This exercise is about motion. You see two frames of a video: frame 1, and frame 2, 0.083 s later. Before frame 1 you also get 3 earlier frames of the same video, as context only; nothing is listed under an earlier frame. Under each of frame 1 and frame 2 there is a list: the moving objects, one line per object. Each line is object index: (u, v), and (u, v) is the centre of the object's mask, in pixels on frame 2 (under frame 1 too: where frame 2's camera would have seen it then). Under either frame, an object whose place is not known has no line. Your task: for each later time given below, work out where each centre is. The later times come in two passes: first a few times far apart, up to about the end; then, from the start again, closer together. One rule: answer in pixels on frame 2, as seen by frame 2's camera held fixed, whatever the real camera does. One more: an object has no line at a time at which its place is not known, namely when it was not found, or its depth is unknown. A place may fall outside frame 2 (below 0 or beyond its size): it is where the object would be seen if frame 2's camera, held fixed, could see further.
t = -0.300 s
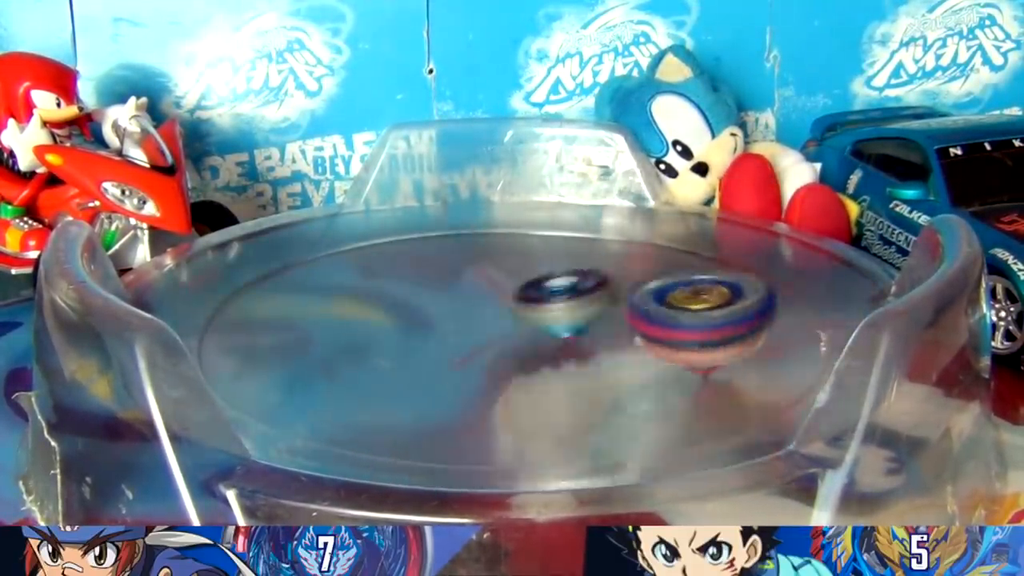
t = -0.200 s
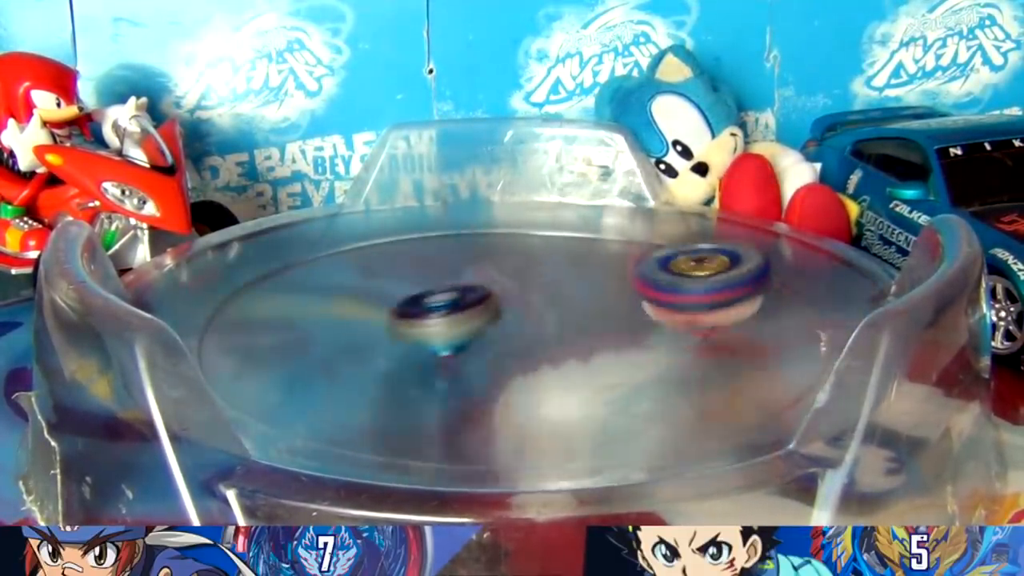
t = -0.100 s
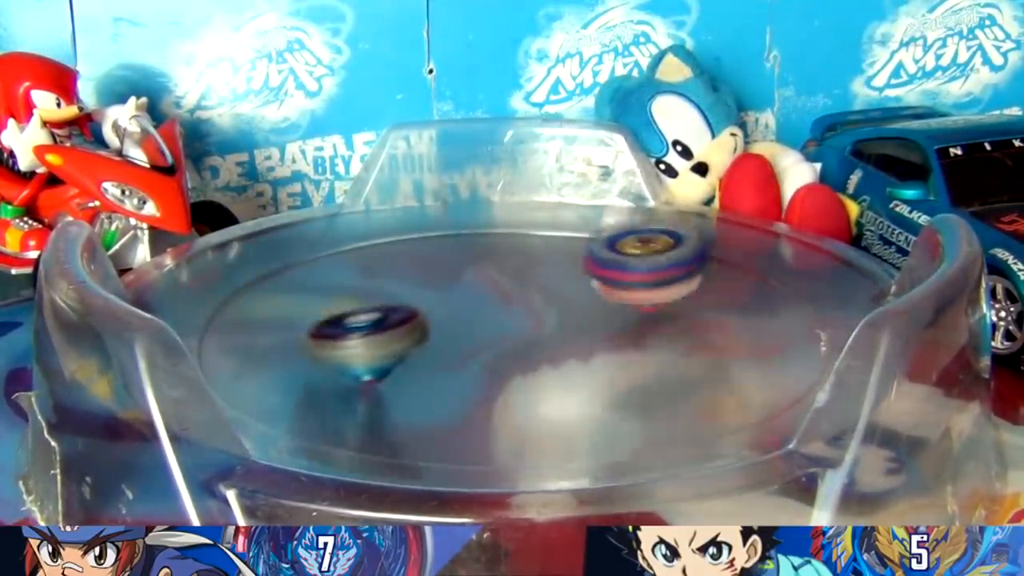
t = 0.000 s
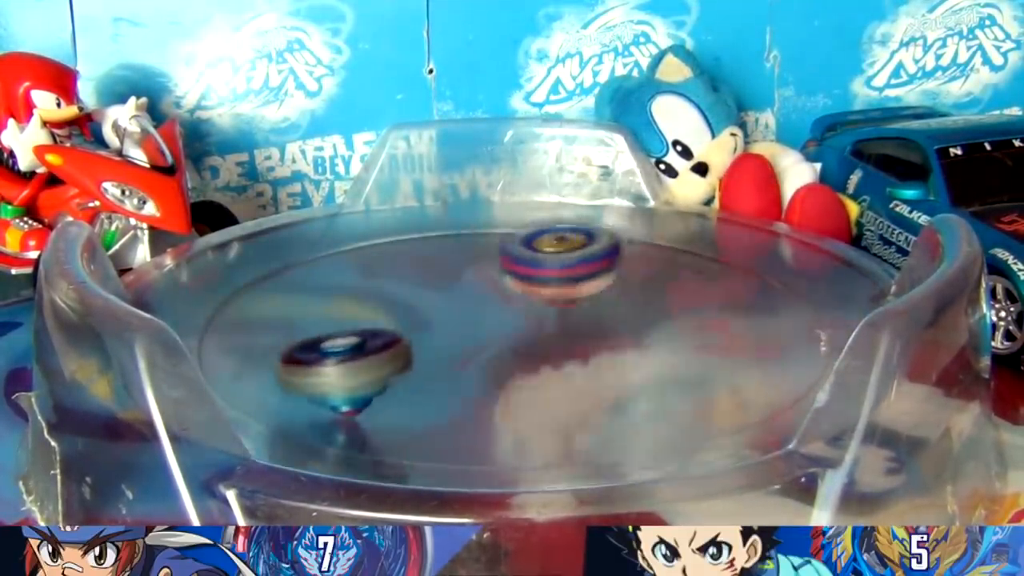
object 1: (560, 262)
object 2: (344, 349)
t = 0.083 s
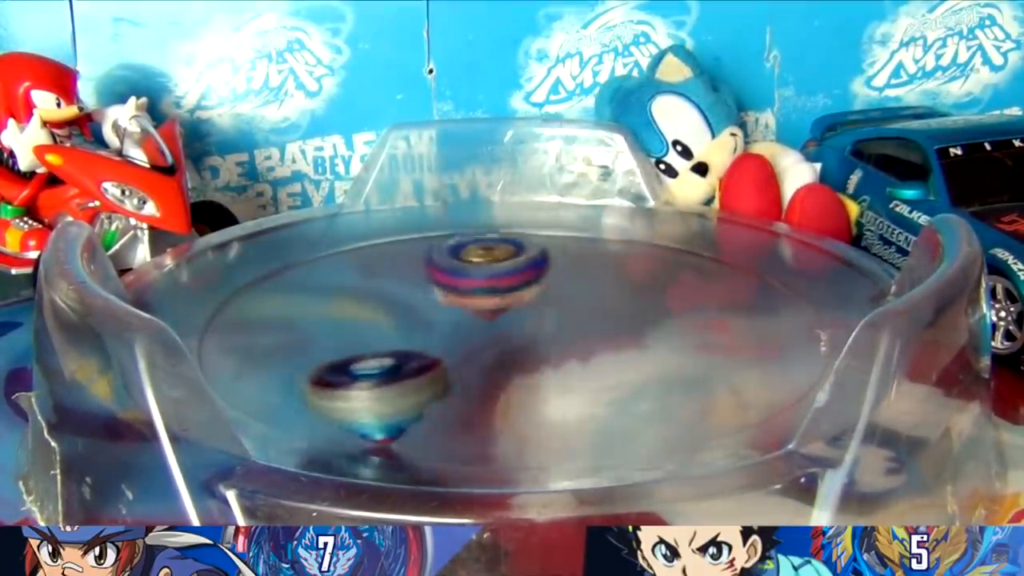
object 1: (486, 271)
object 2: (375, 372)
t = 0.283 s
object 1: (406, 329)
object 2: (651, 374)
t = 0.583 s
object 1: (621, 341)
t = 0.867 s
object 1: (545, 281)
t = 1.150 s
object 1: (404, 318)
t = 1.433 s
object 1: (520, 286)
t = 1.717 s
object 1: (469, 213)
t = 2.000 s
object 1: (356, 291)
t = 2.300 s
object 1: (643, 327)
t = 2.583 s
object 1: (671, 233)
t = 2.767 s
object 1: (538, 236)
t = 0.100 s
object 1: (475, 273)
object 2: (388, 376)
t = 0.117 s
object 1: (462, 278)
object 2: (402, 380)
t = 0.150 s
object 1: (440, 287)
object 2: (438, 388)
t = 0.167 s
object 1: (431, 291)
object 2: (461, 391)
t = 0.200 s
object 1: (416, 302)
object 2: (513, 387)
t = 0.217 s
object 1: (411, 307)
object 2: (539, 387)
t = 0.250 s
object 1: (404, 318)
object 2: (597, 386)
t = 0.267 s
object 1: (404, 323)
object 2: (628, 380)
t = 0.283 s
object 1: (406, 329)
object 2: (651, 374)
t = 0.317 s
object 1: (414, 339)
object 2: (699, 368)
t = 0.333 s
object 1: (420, 343)
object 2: (710, 357)
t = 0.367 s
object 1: (441, 352)
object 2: (733, 345)
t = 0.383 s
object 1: (454, 356)
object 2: (740, 340)
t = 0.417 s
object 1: (481, 360)
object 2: (746, 328)
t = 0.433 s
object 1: (495, 361)
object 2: (744, 322)
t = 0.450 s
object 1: (511, 361)
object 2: (741, 317)
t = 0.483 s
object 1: (544, 361)
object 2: (724, 306)
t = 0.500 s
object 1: (559, 359)
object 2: (712, 301)
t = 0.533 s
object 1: (588, 354)
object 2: (686, 291)
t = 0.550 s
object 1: (602, 349)
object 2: (669, 286)
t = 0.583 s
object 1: (621, 341)
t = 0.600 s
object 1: (629, 338)
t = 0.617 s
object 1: (633, 334)
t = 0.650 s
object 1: (640, 323)
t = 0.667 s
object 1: (641, 318)
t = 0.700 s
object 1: (637, 309)
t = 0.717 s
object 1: (632, 305)
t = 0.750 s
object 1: (619, 298)
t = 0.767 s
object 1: (611, 294)
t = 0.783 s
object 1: (601, 291)
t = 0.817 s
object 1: (580, 286)
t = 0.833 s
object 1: (569, 283)
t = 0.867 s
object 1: (545, 281)
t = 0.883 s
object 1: (531, 280)
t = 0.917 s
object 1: (505, 280)
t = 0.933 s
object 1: (493, 280)
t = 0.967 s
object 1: (470, 281)
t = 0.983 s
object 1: (459, 282)
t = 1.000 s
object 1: (448, 286)
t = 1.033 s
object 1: (431, 291)
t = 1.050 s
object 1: (424, 294)
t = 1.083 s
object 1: (412, 302)
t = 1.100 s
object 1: (409, 306)
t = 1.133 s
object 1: (404, 314)
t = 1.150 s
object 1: (404, 318)
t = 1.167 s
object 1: (406, 322)
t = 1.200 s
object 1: (416, 327)
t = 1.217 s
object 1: (424, 328)
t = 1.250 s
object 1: (439, 332)
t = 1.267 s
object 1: (448, 332)
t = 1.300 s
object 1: (467, 336)
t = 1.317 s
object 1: (477, 339)
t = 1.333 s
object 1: (492, 338)
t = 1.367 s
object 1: (507, 325)
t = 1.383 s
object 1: (511, 315)
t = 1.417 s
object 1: (517, 296)
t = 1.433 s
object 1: (520, 286)
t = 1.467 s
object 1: (523, 268)
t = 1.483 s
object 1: (522, 259)
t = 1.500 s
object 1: (521, 251)
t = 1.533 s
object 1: (517, 237)
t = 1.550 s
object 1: (515, 229)
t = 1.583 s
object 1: (508, 221)
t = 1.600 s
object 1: (505, 218)
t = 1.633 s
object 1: (496, 214)
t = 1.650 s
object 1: (491, 213)
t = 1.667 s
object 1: (486, 213)
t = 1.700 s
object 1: (474, 213)
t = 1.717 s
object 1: (469, 213)
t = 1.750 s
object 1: (456, 215)
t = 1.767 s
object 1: (450, 216)
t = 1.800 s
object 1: (437, 219)
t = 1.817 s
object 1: (430, 223)
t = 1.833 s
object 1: (424, 225)
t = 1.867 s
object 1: (414, 232)
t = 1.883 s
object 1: (404, 238)
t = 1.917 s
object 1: (380, 252)
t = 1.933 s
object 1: (371, 263)
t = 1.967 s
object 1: (358, 277)
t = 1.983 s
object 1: (356, 283)
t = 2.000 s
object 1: (356, 291)
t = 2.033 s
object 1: (362, 307)
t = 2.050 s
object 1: (369, 315)
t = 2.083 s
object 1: (392, 328)
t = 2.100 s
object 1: (407, 334)
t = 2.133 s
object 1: (443, 342)
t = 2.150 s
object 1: (463, 346)
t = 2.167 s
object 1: (483, 348)
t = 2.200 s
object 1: (524, 347)
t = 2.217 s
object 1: (546, 346)
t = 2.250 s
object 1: (588, 340)
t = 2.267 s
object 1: (608, 336)
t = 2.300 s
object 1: (643, 327)
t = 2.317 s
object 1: (658, 322)
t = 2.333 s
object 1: (672, 315)
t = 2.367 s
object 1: (692, 302)
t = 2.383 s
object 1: (700, 295)
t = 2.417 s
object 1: (711, 281)
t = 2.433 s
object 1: (713, 274)
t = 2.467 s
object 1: (713, 262)
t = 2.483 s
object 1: (711, 257)
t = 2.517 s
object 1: (703, 247)
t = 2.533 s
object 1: (696, 243)
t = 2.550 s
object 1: (689, 239)
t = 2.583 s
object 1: (671, 233)
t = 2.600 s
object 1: (662, 230)
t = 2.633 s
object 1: (639, 227)
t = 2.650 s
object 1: (627, 226)
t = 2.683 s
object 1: (602, 225)
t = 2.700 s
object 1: (591, 224)
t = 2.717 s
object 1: (577, 229)
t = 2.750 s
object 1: (551, 233)
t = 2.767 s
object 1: (538, 236)
